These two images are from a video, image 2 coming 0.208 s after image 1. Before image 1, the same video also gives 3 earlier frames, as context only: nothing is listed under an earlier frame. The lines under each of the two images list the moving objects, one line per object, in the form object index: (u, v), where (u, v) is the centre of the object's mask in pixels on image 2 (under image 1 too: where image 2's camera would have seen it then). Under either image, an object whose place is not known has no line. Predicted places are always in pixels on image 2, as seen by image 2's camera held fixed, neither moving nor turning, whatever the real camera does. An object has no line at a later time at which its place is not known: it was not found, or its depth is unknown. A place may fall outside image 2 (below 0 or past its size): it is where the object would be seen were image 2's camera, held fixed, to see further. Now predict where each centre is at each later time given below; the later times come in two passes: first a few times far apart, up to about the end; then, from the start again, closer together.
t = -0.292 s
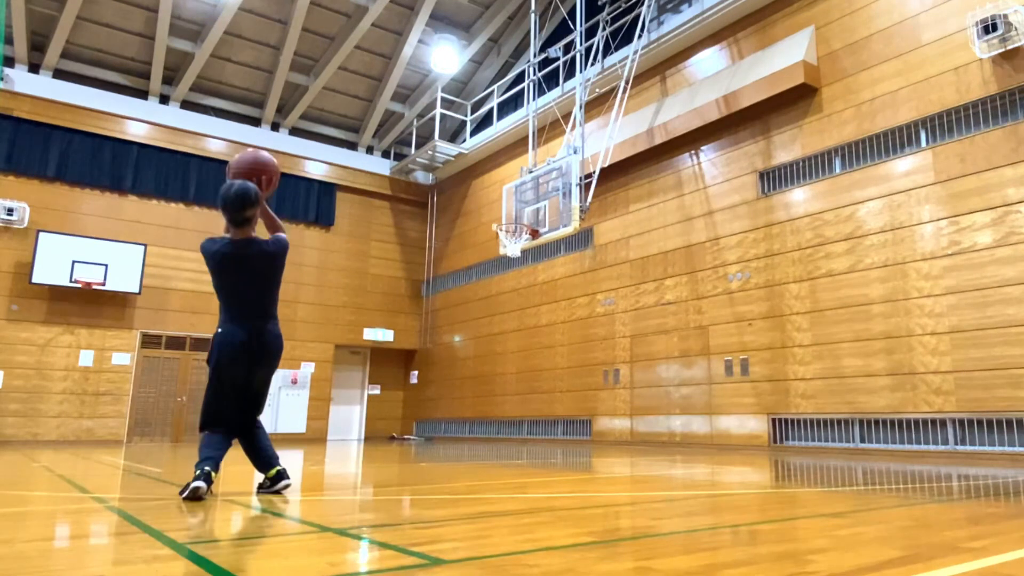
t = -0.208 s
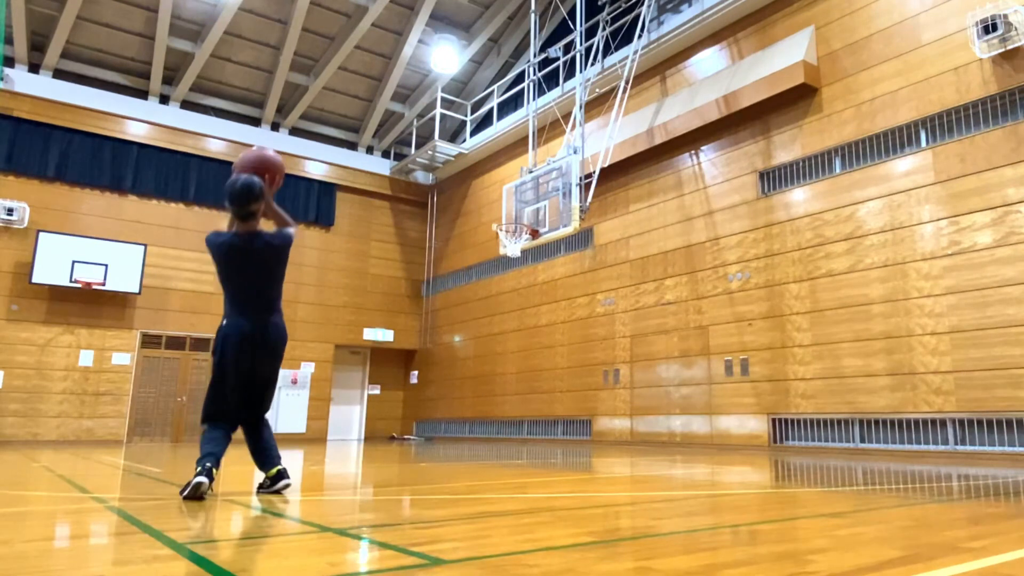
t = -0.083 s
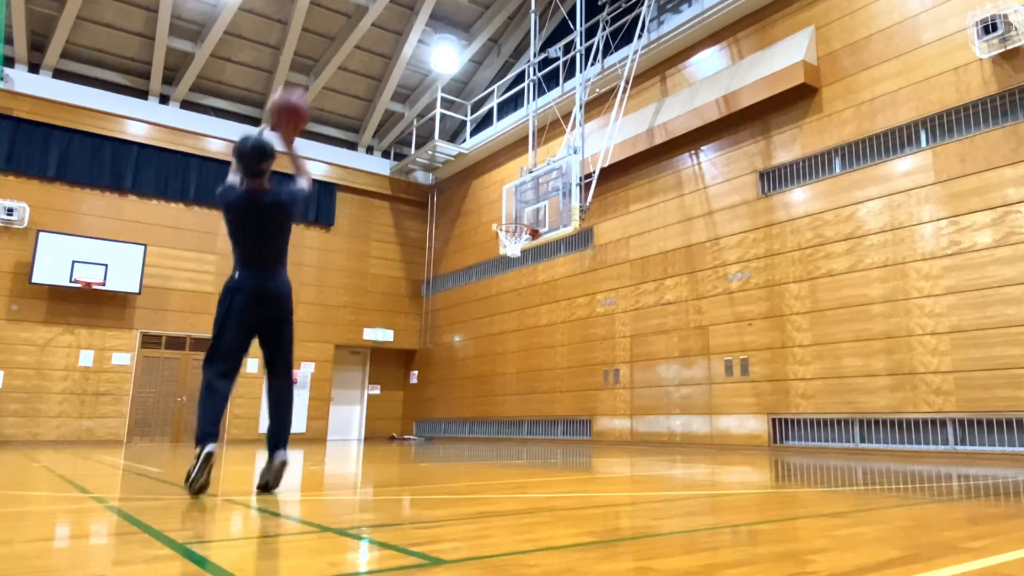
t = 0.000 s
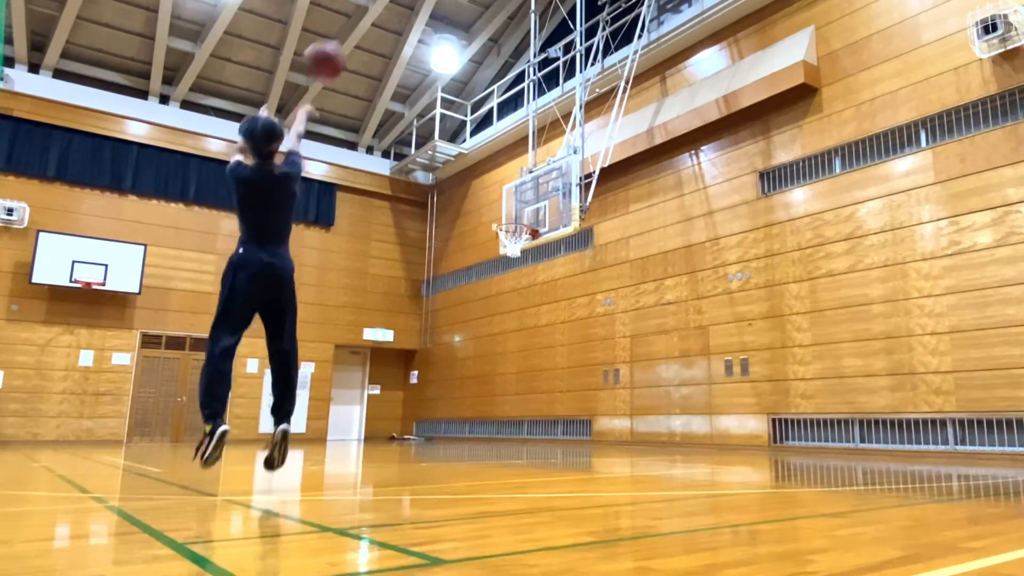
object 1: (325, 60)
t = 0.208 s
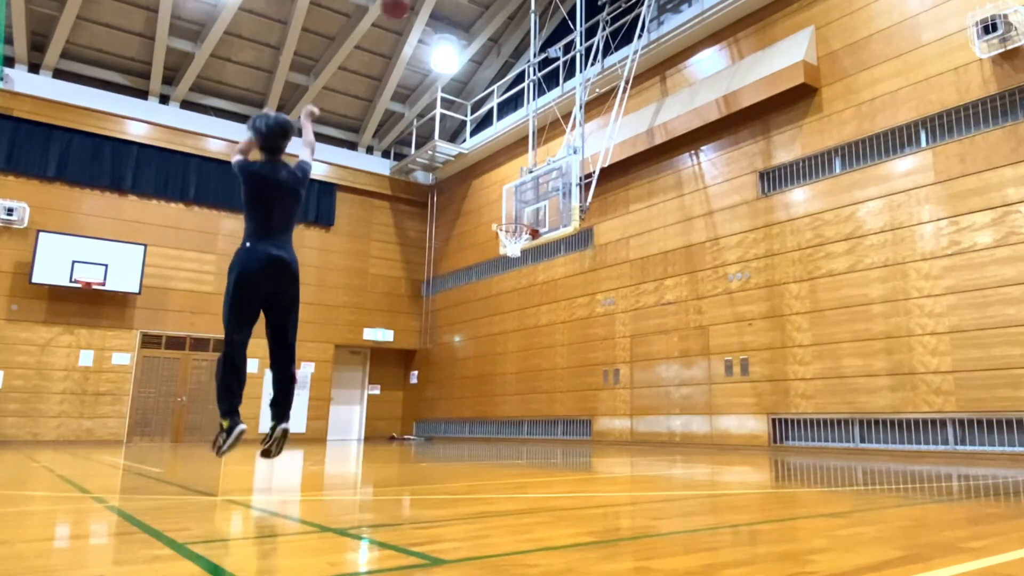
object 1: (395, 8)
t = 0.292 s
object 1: (415, 5)
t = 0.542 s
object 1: (457, 21)
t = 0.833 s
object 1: (491, 96)
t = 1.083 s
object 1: (511, 190)
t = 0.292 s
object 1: (415, 5)
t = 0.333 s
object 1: (422, 6)
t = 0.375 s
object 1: (431, 6)
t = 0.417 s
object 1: (439, 8)
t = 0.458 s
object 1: (445, 10)
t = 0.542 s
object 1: (457, 21)
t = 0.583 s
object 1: (463, 29)
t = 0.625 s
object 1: (468, 38)
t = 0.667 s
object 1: (474, 48)
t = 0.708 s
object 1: (479, 59)
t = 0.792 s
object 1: (486, 82)
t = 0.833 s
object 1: (491, 96)
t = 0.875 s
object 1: (495, 111)
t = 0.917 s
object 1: (498, 124)
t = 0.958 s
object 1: (502, 141)
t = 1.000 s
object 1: (504, 153)
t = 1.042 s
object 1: (507, 171)
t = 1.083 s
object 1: (511, 190)
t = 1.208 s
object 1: (517, 239)
